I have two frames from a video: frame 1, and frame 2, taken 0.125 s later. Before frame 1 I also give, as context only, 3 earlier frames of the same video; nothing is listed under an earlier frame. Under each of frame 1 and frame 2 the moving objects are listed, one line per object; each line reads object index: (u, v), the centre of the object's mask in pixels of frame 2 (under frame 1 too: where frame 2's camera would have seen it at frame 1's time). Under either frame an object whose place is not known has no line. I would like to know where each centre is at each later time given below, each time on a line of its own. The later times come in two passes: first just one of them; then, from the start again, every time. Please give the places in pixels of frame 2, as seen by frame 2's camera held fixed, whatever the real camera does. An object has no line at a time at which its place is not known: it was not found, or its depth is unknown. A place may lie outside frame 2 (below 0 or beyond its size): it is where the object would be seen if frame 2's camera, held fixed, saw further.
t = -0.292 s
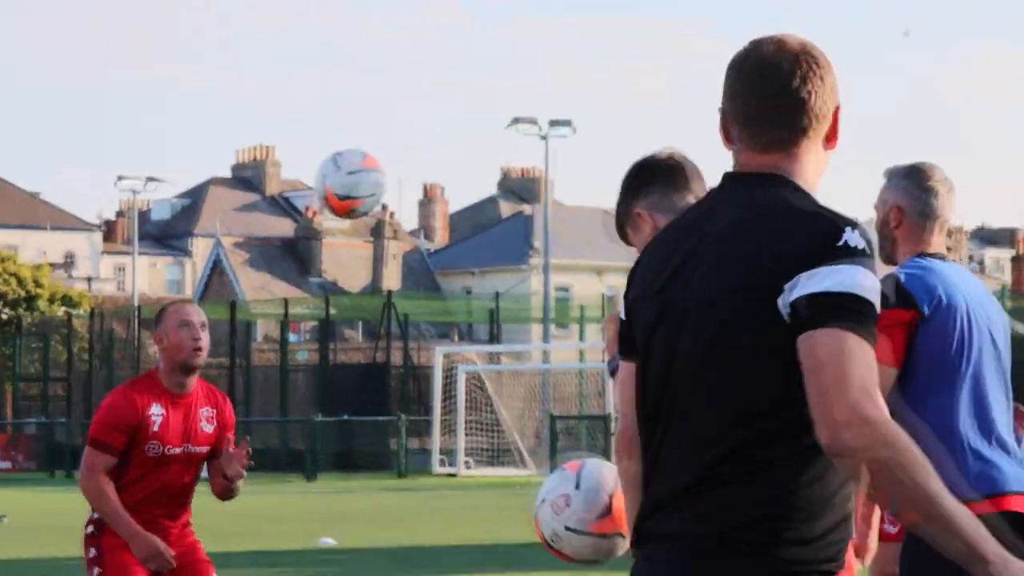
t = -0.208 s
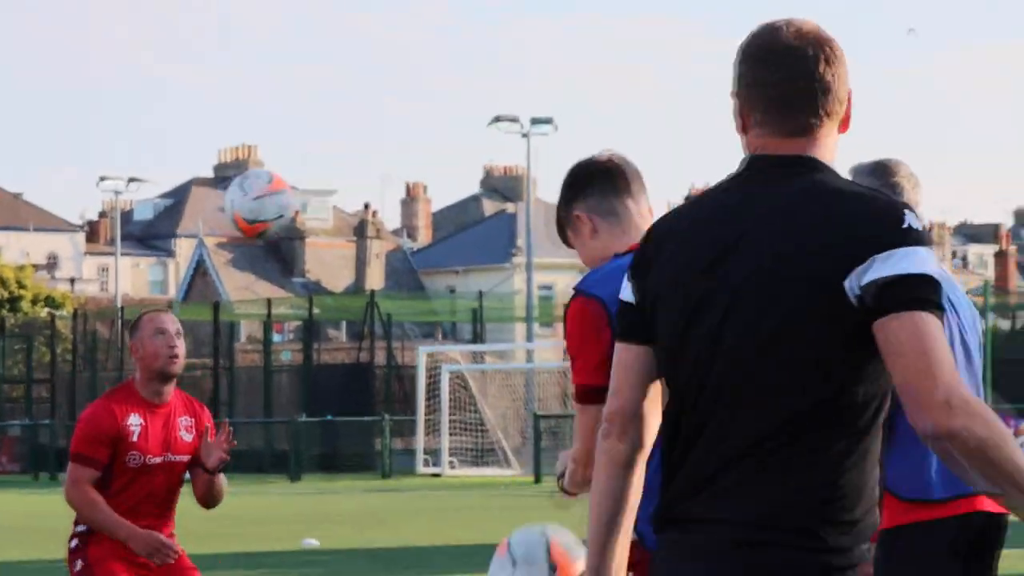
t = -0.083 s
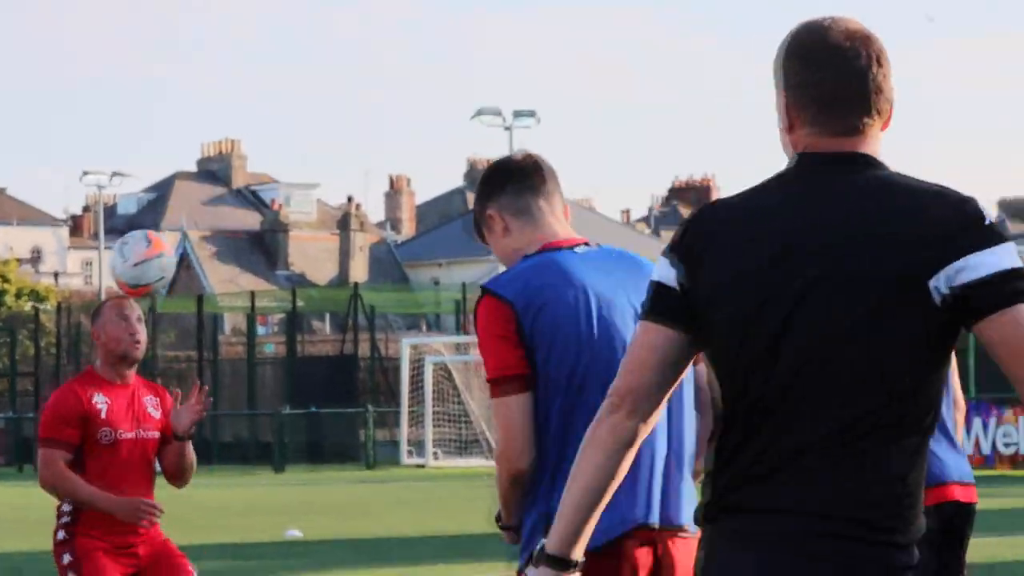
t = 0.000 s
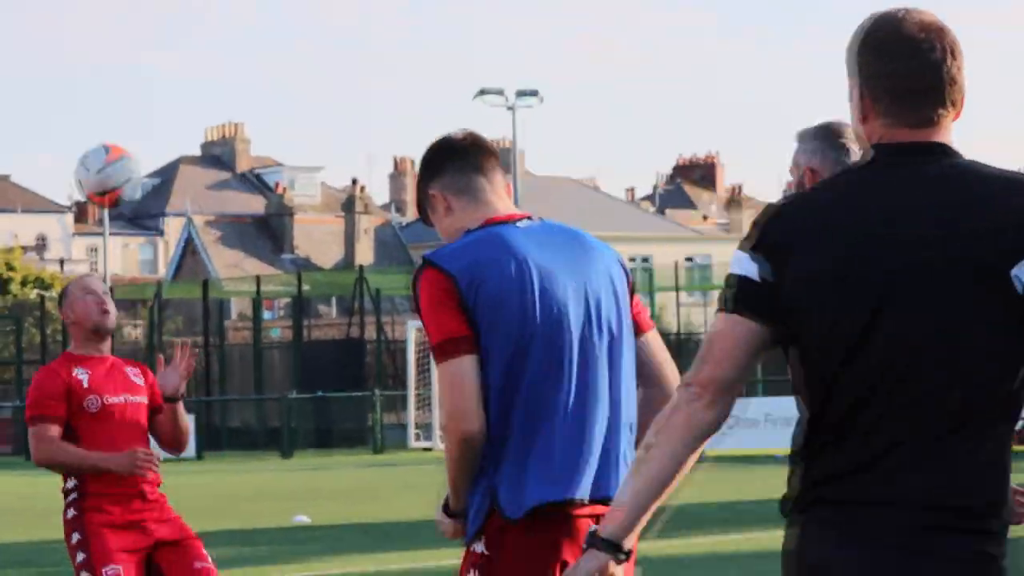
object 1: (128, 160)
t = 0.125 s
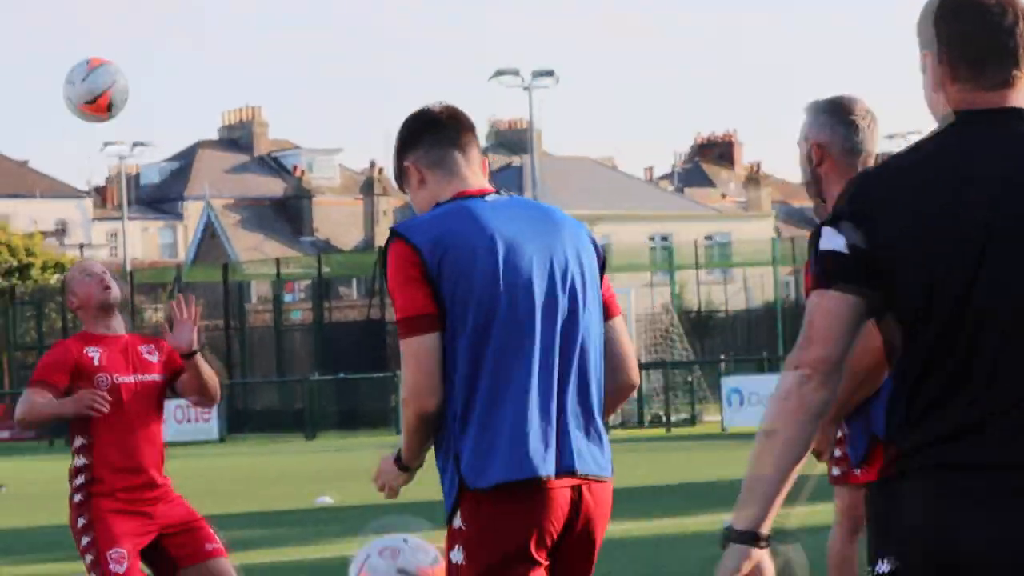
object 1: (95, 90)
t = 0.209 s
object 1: (77, 64)
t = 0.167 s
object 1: (86, 76)
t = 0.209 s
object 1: (77, 64)
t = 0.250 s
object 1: (67, 59)
